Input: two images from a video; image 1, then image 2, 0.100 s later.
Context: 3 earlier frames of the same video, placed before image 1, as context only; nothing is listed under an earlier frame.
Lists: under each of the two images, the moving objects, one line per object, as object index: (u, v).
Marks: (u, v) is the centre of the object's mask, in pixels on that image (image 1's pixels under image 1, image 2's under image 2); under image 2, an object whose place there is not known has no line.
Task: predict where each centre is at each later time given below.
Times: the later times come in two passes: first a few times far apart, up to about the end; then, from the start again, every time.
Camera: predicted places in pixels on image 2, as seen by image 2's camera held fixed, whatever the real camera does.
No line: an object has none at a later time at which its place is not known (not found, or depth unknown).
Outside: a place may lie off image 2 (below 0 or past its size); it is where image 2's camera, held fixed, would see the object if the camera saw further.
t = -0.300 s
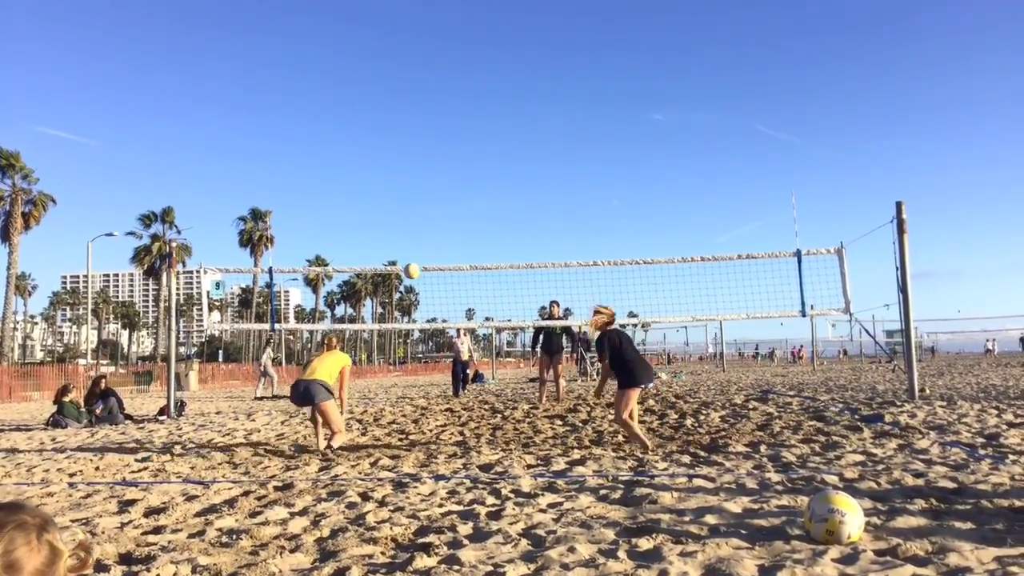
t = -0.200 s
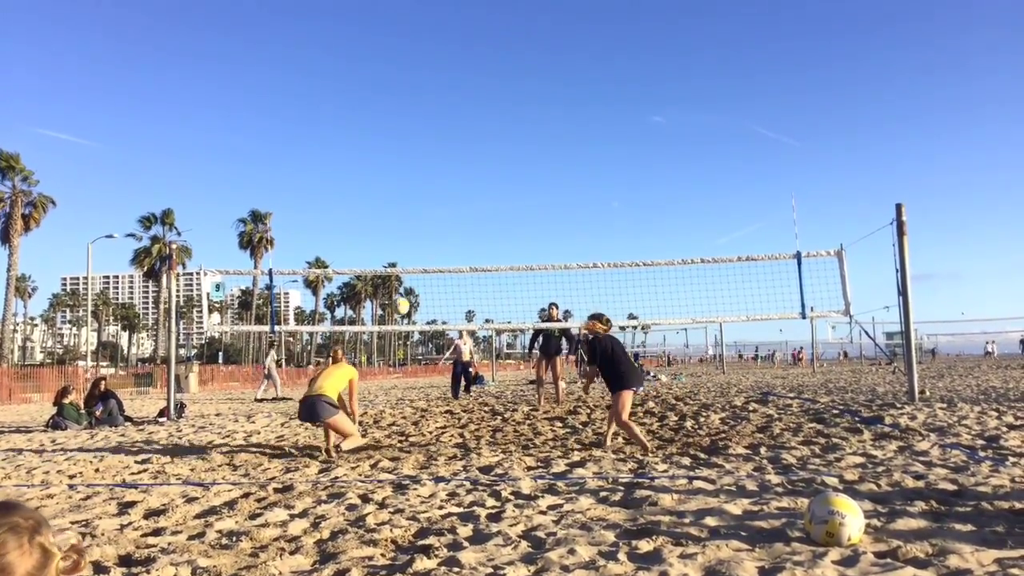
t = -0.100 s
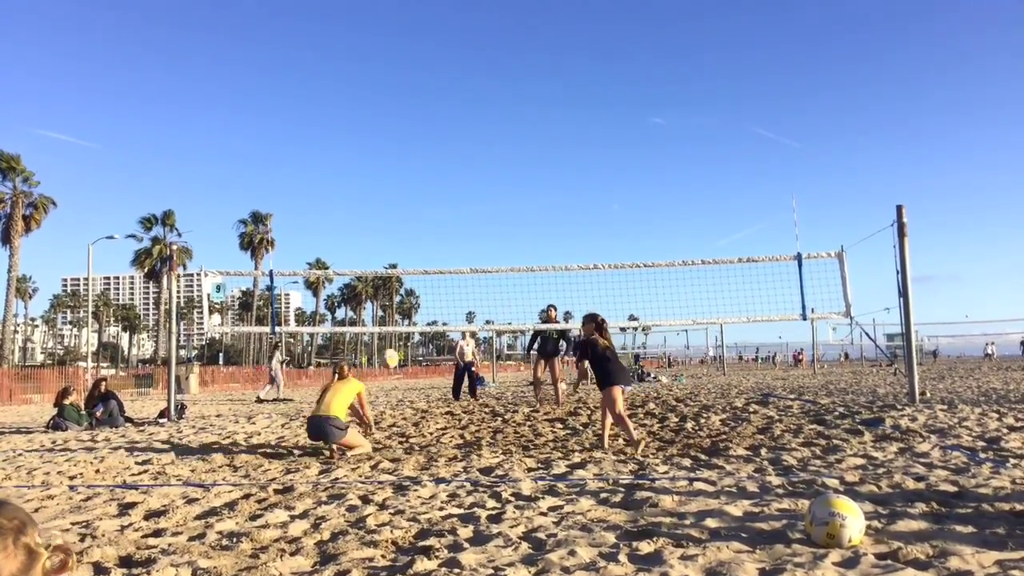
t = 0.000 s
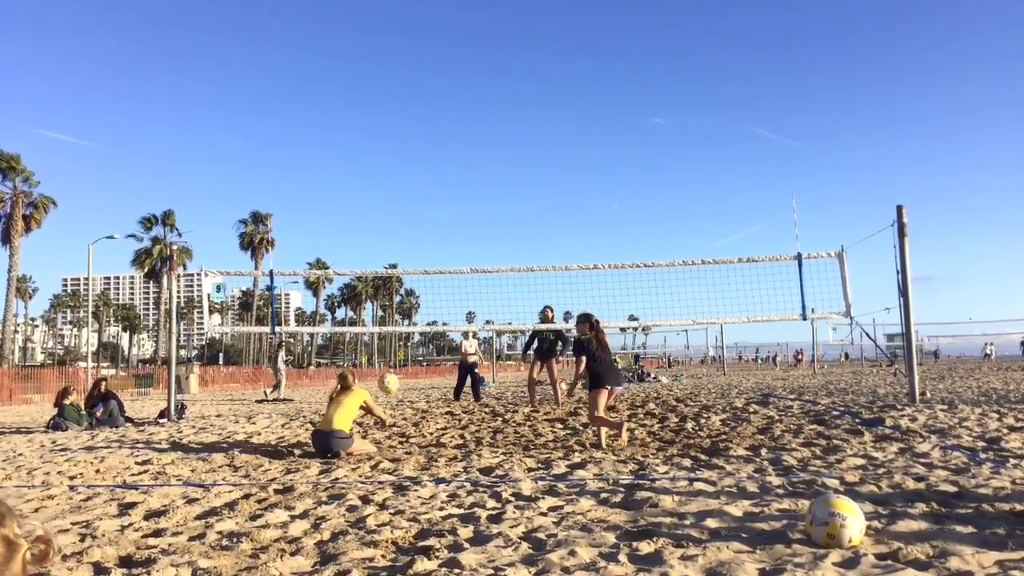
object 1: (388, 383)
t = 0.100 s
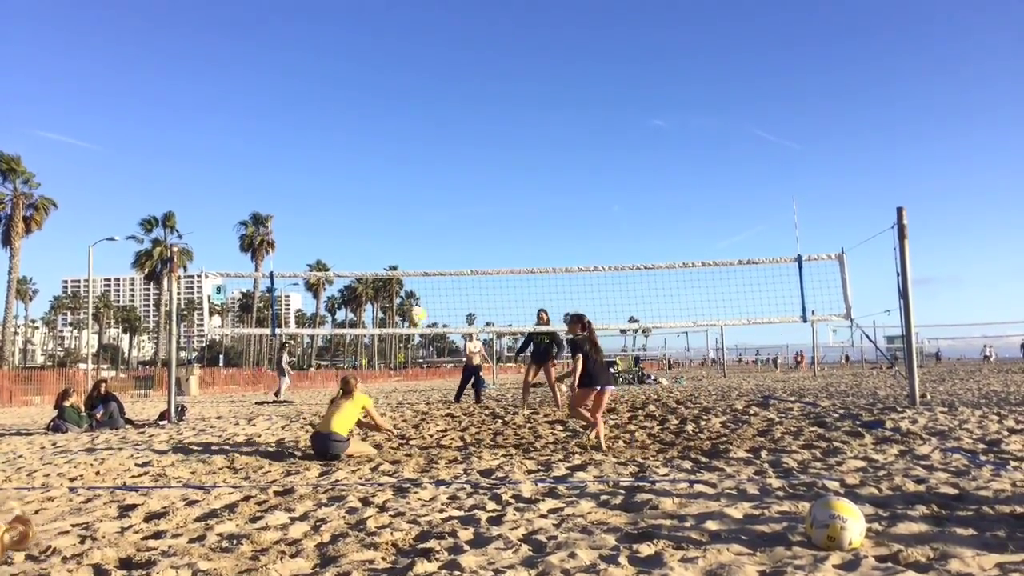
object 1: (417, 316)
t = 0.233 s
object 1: (447, 242)
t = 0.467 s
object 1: (493, 157)
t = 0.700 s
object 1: (531, 122)
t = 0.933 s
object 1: (563, 131)
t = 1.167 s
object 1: (590, 184)
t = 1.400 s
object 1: (613, 277)
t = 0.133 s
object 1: (424, 296)
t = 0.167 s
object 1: (432, 277)
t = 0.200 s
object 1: (440, 259)
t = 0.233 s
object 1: (447, 242)
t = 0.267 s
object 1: (455, 226)
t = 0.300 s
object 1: (462, 212)
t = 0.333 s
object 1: (468, 198)
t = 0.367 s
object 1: (475, 187)
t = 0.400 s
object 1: (481, 176)
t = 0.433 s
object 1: (488, 166)
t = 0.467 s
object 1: (493, 157)
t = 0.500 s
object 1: (499, 149)
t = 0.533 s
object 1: (505, 142)
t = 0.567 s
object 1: (510, 136)
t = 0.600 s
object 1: (516, 131)
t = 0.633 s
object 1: (521, 127)
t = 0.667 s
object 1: (526, 124)
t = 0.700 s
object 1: (531, 122)
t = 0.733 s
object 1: (536, 121)
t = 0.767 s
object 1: (541, 120)
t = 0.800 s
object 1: (545, 121)
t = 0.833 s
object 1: (550, 122)
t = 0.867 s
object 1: (554, 125)
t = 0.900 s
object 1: (559, 128)
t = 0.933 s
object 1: (563, 131)
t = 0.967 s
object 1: (567, 137)
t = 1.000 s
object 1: (571, 142)
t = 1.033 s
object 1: (575, 149)
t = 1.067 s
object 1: (579, 156)
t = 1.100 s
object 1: (583, 165)
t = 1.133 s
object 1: (586, 174)
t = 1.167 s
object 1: (590, 184)
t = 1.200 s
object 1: (594, 195)
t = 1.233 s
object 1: (597, 207)
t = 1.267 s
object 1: (600, 220)
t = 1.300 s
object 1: (604, 233)
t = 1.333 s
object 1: (607, 247)
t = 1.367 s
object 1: (610, 262)
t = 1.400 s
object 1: (613, 277)
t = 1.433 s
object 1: (617, 295)
